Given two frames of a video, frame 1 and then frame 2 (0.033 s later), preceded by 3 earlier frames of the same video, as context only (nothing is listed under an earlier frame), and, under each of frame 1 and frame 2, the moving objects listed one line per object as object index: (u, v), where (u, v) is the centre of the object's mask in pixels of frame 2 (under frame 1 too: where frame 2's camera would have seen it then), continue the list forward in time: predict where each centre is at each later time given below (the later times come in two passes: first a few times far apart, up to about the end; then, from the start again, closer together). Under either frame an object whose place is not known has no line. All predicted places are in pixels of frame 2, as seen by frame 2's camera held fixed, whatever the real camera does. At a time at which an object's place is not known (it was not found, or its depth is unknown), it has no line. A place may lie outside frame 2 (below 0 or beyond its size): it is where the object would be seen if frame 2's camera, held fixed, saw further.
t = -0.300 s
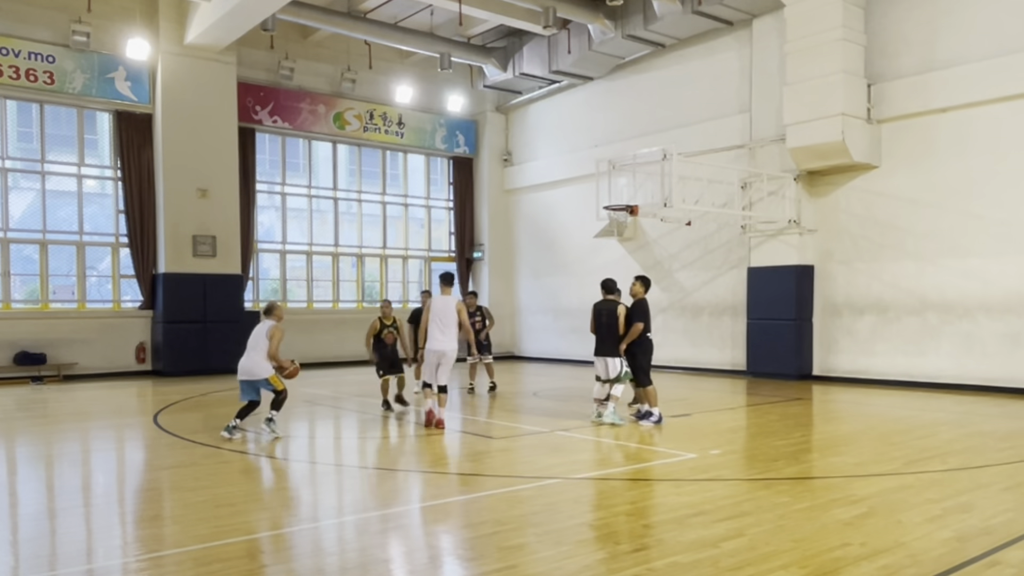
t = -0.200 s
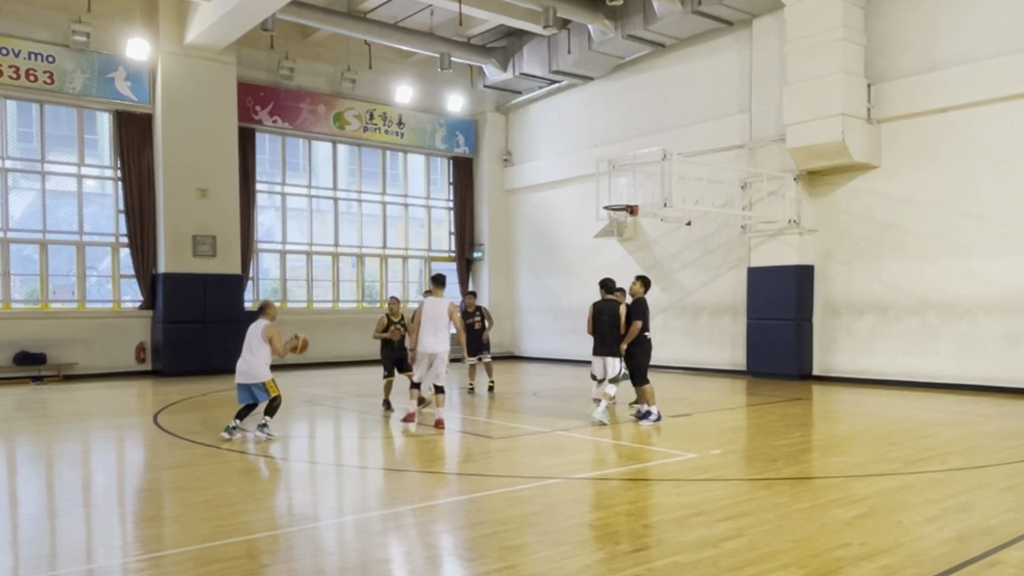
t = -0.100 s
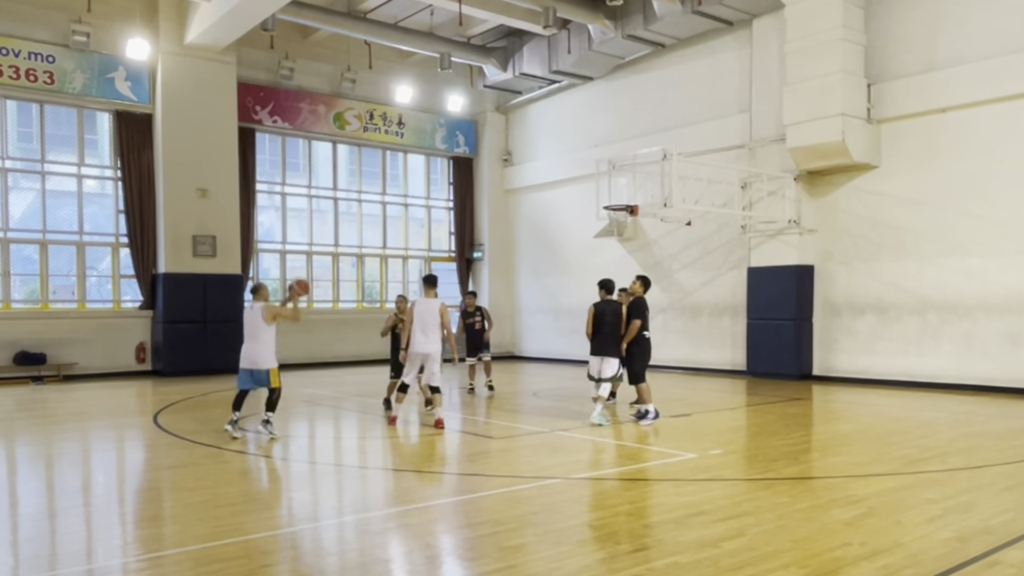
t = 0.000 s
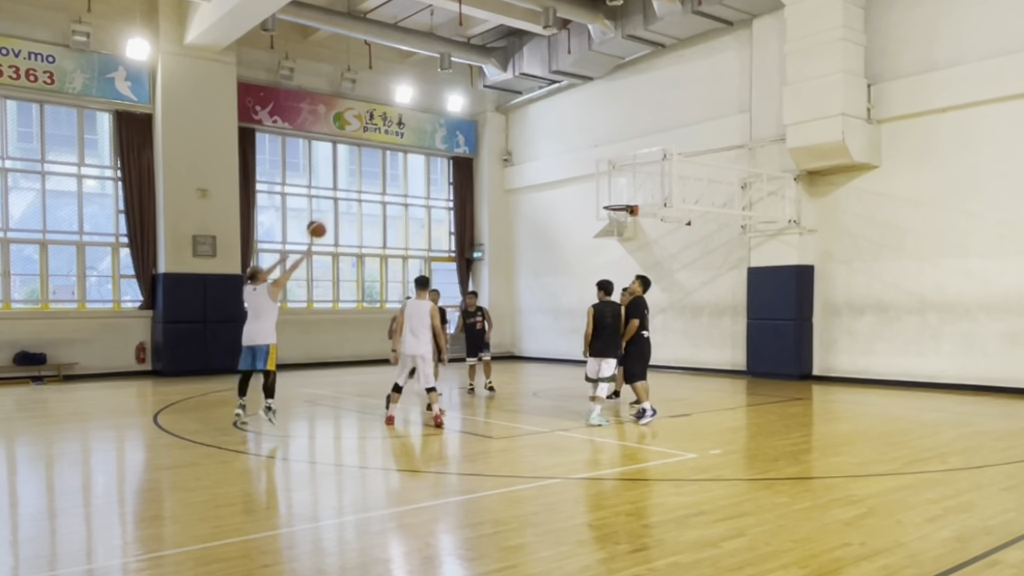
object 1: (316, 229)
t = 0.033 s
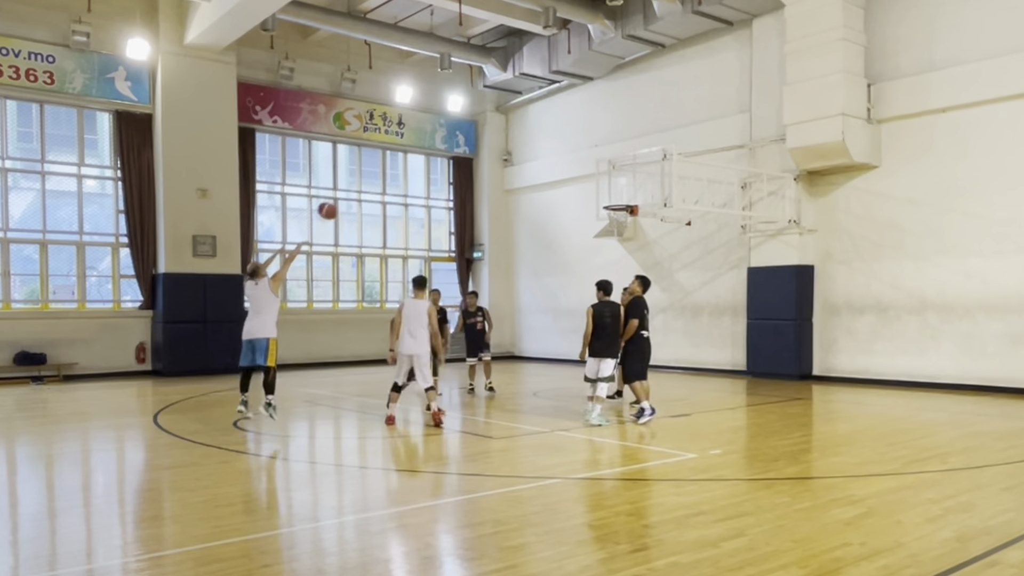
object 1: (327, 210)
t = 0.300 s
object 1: (406, 110)
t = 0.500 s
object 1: (456, 73)
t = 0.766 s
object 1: (516, 75)
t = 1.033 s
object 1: (567, 123)
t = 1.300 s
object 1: (608, 198)
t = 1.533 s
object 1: (586, 176)
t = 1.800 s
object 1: (556, 193)
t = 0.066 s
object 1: (338, 194)
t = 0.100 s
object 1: (349, 177)
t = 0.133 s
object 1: (358, 163)
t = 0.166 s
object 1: (368, 149)
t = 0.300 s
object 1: (406, 110)
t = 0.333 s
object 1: (417, 100)
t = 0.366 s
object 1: (425, 93)
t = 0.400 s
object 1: (432, 86)
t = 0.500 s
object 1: (456, 73)
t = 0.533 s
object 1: (464, 71)
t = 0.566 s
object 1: (472, 69)
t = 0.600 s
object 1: (479, 68)
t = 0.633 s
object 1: (487, 68)
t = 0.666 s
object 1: (494, 69)
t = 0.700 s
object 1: (502, 71)
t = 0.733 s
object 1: (508, 72)
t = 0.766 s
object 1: (516, 75)
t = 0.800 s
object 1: (522, 79)
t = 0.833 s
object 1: (529, 84)
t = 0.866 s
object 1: (536, 89)
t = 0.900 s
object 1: (542, 94)
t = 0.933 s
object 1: (548, 100)
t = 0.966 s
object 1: (555, 107)
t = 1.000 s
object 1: (561, 115)
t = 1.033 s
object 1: (567, 123)
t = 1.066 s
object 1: (573, 132)
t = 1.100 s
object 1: (579, 141)
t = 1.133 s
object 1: (585, 150)
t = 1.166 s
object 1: (591, 161)
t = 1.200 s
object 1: (596, 172)
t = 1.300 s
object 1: (608, 198)
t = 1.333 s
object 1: (605, 193)
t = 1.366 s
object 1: (602, 189)
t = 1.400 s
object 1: (599, 185)
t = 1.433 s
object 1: (596, 181)
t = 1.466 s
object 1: (592, 179)
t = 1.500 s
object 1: (589, 177)
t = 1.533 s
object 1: (586, 176)
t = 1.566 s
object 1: (582, 175)
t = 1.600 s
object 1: (579, 175)
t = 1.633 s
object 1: (575, 176)
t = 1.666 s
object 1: (571, 178)
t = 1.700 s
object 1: (568, 180)
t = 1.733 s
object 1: (564, 184)
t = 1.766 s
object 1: (560, 188)
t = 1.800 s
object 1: (556, 193)
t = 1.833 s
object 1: (552, 199)
